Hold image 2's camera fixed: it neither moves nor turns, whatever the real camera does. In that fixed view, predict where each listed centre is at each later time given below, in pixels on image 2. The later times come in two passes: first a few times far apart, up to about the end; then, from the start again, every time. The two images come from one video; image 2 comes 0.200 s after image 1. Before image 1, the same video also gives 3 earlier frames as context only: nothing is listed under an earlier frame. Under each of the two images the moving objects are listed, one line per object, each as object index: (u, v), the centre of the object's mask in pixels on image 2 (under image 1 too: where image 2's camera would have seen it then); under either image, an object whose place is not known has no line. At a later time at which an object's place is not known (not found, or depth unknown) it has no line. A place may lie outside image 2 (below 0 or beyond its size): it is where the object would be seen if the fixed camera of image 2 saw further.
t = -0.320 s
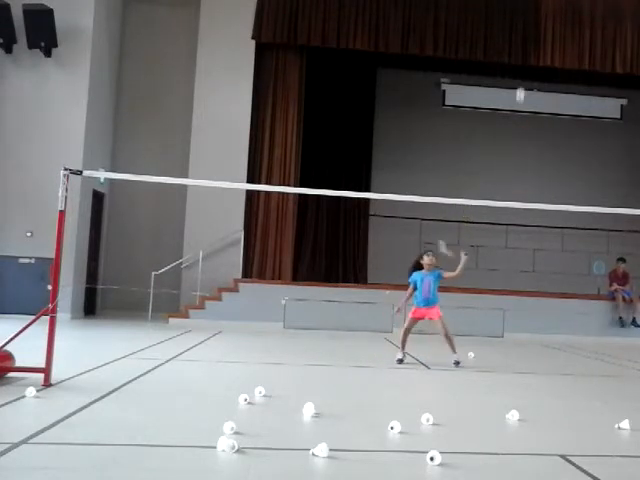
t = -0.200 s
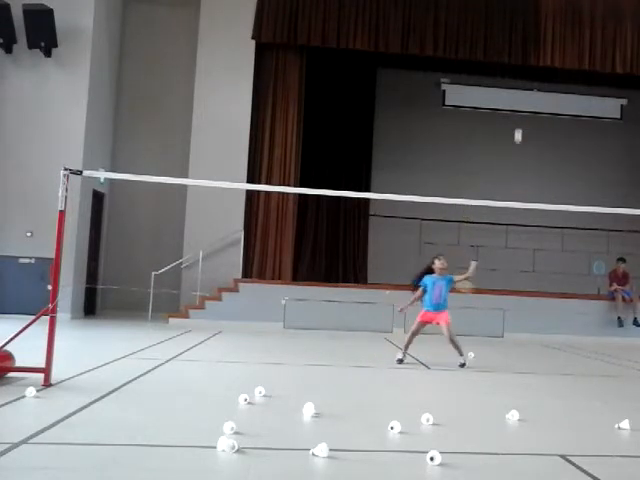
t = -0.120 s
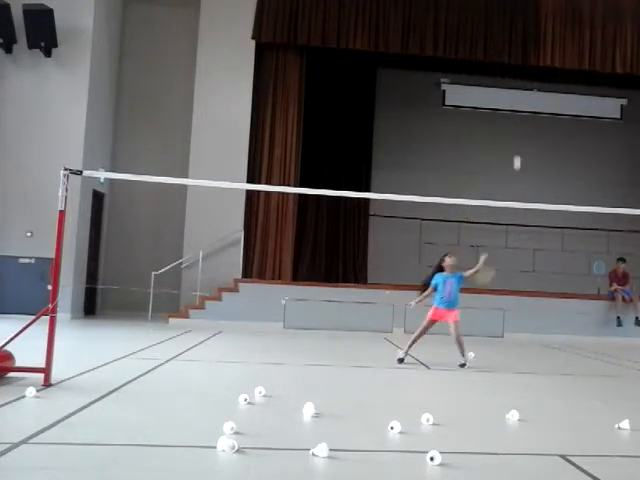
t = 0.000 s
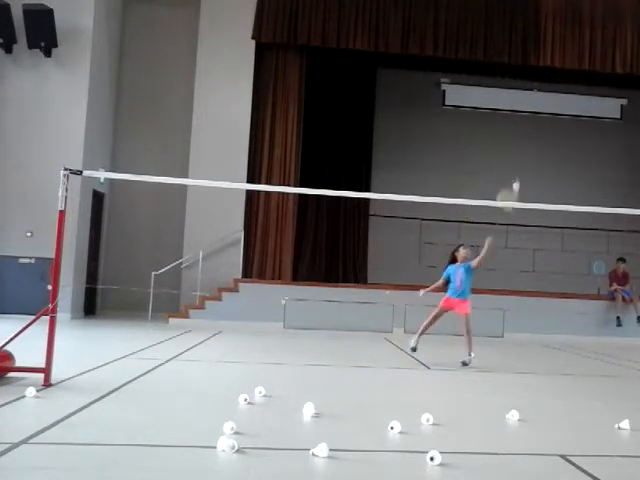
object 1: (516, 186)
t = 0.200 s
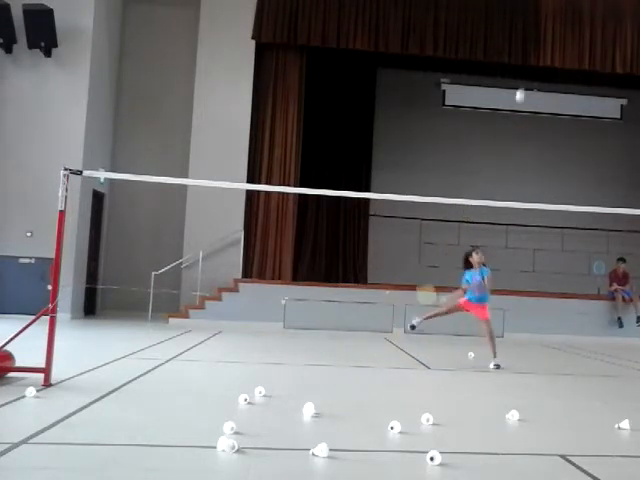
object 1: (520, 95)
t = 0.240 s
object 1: (522, 83)
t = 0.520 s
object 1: (529, 37)
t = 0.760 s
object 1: (530, 96)
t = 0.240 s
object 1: (522, 83)
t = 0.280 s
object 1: (525, 72)
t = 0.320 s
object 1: (528, 60)
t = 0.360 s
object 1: (529, 51)
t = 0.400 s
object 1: (529, 44)
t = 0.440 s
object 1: (528, 40)
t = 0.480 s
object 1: (528, 37)
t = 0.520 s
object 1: (529, 37)
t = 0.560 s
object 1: (530, 39)
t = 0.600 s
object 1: (530, 45)
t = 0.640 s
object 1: (531, 54)
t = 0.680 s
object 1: (530, 64)
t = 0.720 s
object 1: (530, 78)
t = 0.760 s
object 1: (530, 96)
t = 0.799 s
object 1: (529, 119)
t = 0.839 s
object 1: (527, 146)
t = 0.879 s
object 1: (525, 177)
